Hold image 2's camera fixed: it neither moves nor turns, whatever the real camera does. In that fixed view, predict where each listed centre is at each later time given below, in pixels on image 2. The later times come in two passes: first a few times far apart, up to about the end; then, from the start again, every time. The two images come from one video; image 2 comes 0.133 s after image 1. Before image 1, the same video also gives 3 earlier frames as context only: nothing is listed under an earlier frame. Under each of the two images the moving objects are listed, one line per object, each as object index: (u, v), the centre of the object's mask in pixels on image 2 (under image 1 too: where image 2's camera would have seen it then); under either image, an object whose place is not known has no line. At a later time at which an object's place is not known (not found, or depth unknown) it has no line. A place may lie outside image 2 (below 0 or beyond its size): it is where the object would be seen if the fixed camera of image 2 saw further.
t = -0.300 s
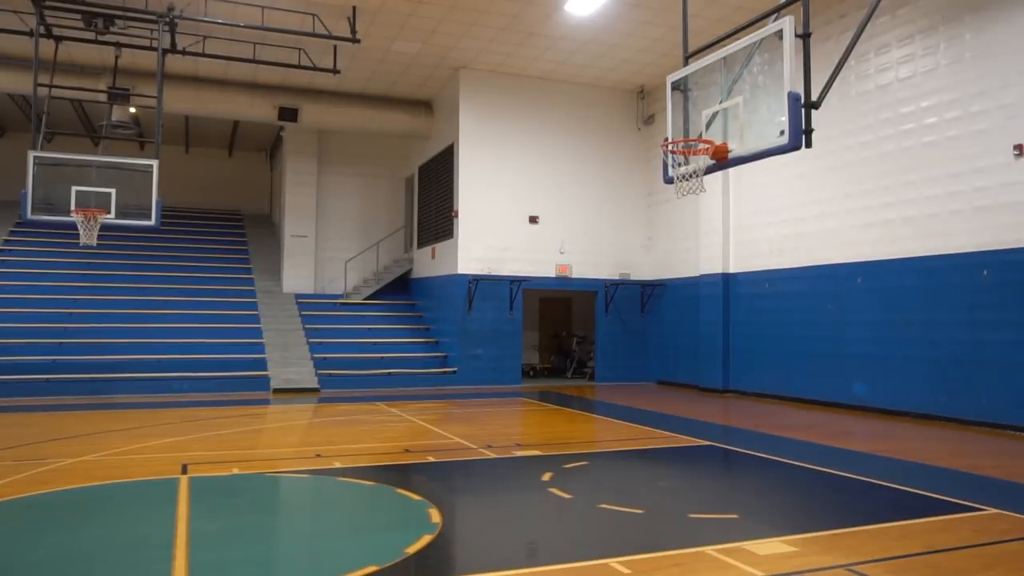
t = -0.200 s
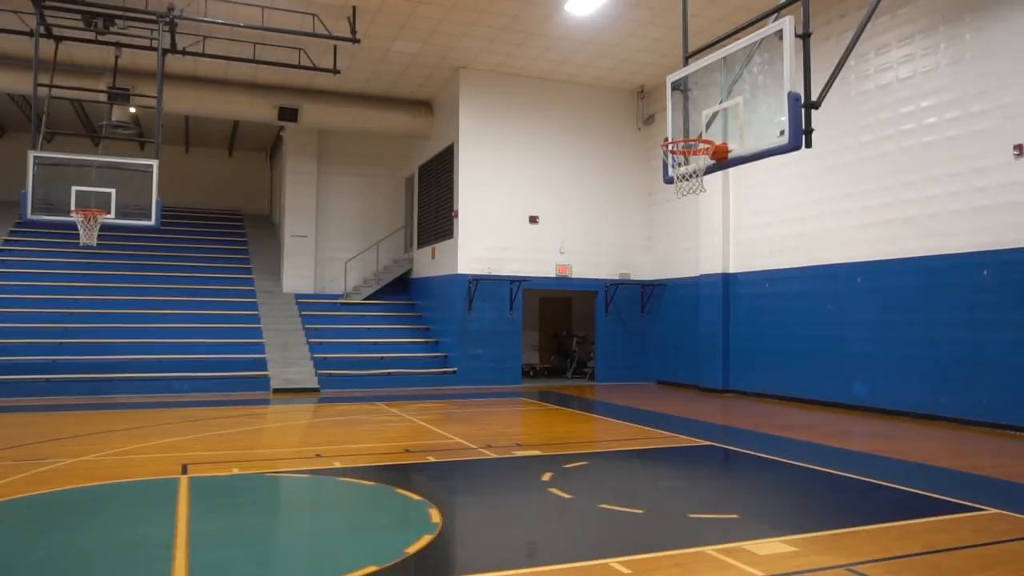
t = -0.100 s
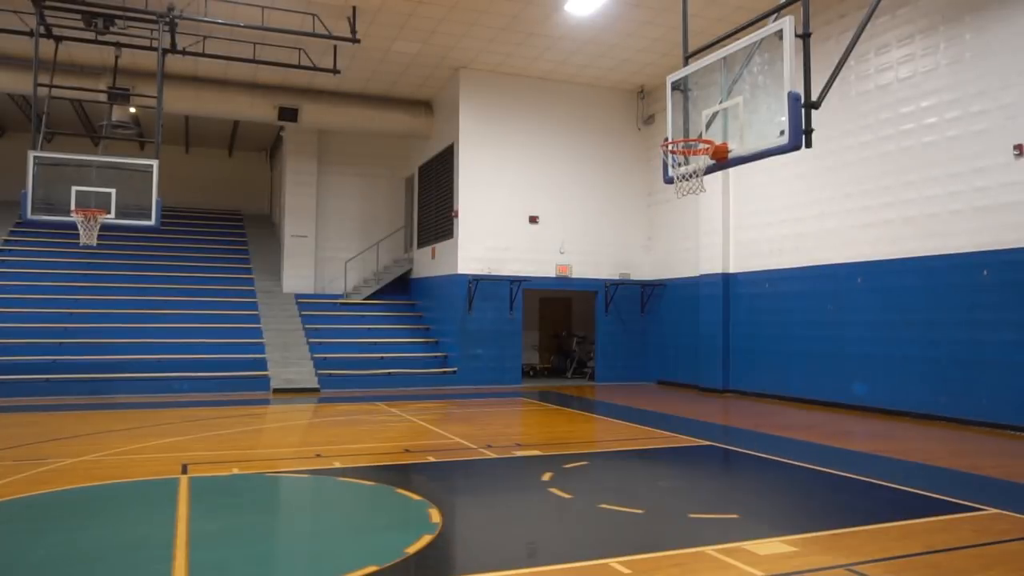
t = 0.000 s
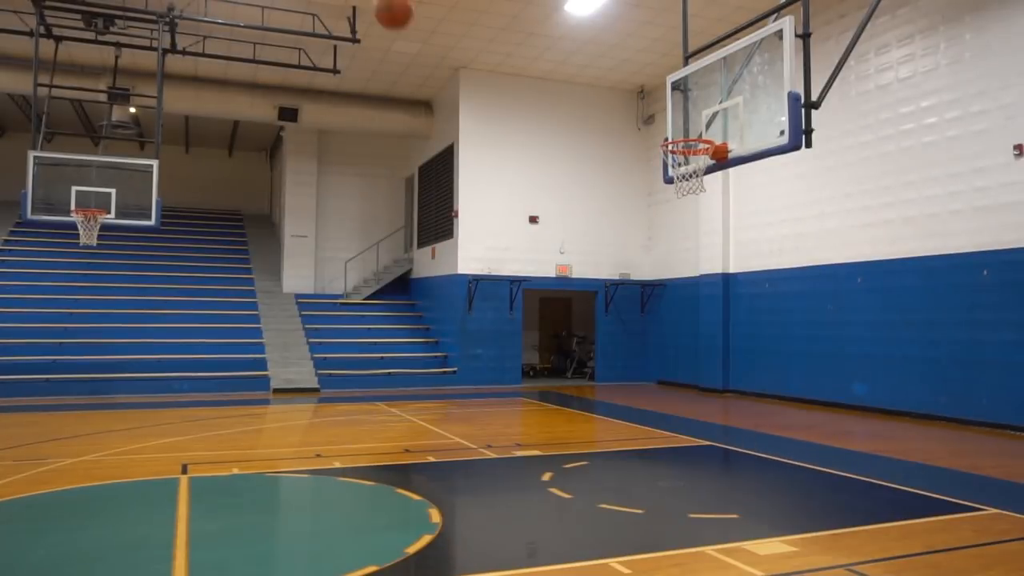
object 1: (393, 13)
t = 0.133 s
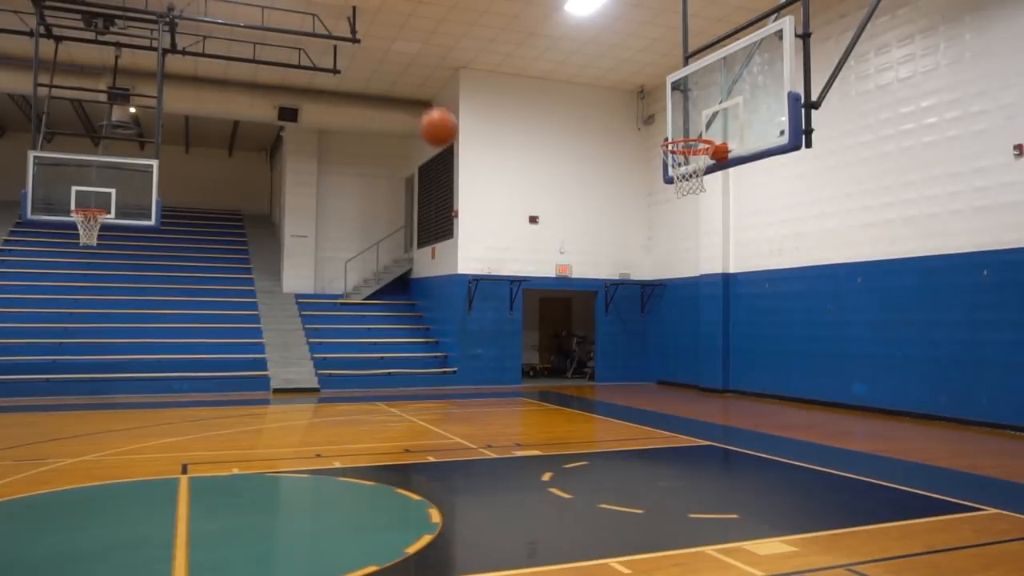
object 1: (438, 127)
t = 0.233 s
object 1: (470, 224)
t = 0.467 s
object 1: (531, 467)
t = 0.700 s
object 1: (553, 342)
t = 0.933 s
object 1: (568, 234)
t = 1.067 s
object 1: (577, 204)
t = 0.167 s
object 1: (449, 159)
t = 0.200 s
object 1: (459, 191)
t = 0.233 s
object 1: (470, 224)
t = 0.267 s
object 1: (479, 257)
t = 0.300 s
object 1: (489, 291)
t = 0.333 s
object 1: (498, 324)
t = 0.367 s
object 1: (507, 359)
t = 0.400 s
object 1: (515, 394)
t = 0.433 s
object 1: (523, 430)
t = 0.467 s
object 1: (531, 467)
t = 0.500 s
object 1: (538, 498)
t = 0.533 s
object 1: (540, 468)
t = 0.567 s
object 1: (543, 439)
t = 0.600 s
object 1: (546, 413)
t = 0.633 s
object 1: (548, 387)
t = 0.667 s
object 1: (550, 363)
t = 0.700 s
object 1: (553, 342)
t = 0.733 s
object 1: (555, 322)
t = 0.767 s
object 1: (557, 304)
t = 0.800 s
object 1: (559, 288)
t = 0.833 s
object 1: (562, 271)
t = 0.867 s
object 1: (564, 257)
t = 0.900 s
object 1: (566, 245)
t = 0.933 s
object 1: (568, 234)
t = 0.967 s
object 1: (571, 225)
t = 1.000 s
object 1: (573, 216)
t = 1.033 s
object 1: (575, 210)
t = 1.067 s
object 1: (577, 204)
